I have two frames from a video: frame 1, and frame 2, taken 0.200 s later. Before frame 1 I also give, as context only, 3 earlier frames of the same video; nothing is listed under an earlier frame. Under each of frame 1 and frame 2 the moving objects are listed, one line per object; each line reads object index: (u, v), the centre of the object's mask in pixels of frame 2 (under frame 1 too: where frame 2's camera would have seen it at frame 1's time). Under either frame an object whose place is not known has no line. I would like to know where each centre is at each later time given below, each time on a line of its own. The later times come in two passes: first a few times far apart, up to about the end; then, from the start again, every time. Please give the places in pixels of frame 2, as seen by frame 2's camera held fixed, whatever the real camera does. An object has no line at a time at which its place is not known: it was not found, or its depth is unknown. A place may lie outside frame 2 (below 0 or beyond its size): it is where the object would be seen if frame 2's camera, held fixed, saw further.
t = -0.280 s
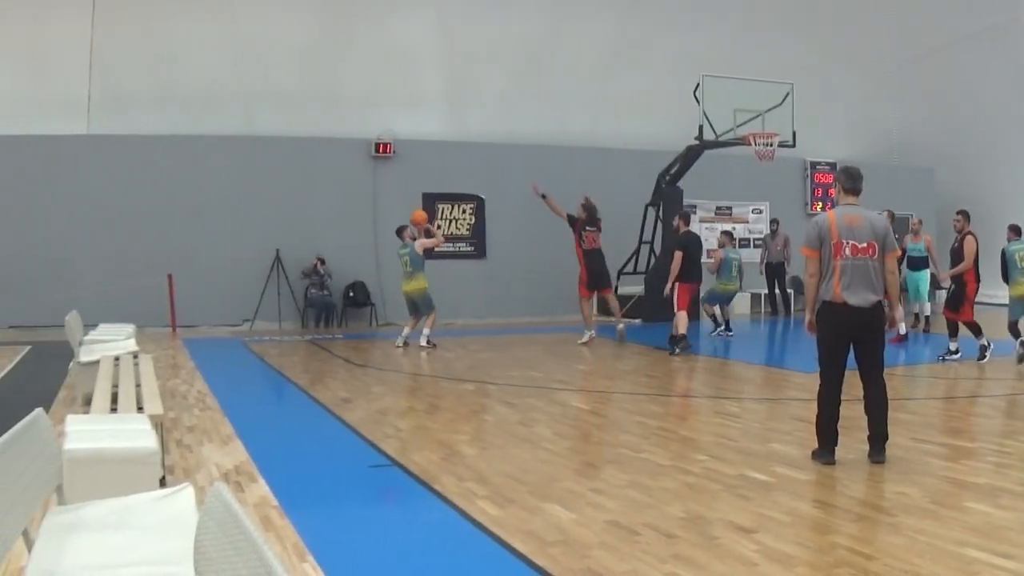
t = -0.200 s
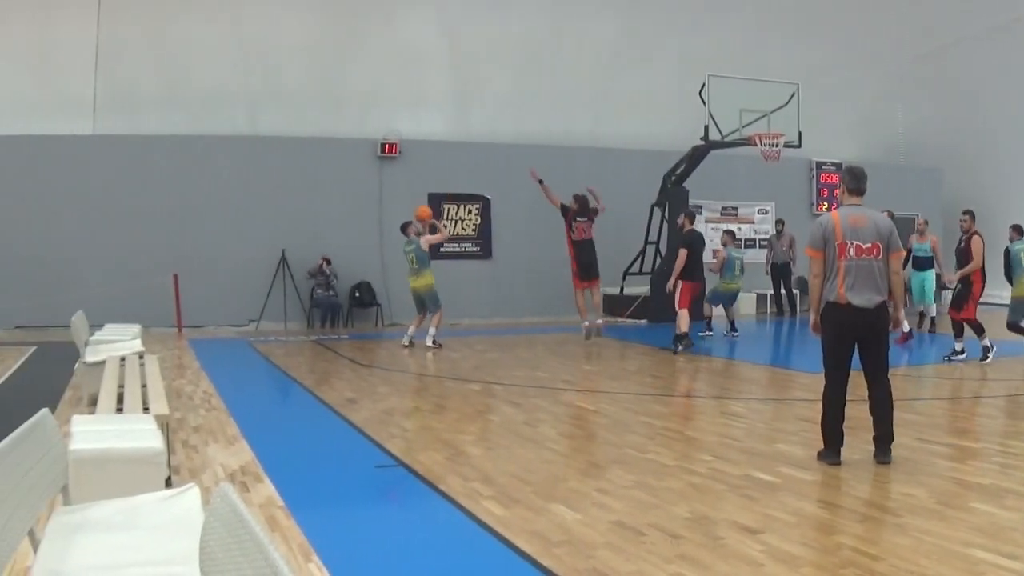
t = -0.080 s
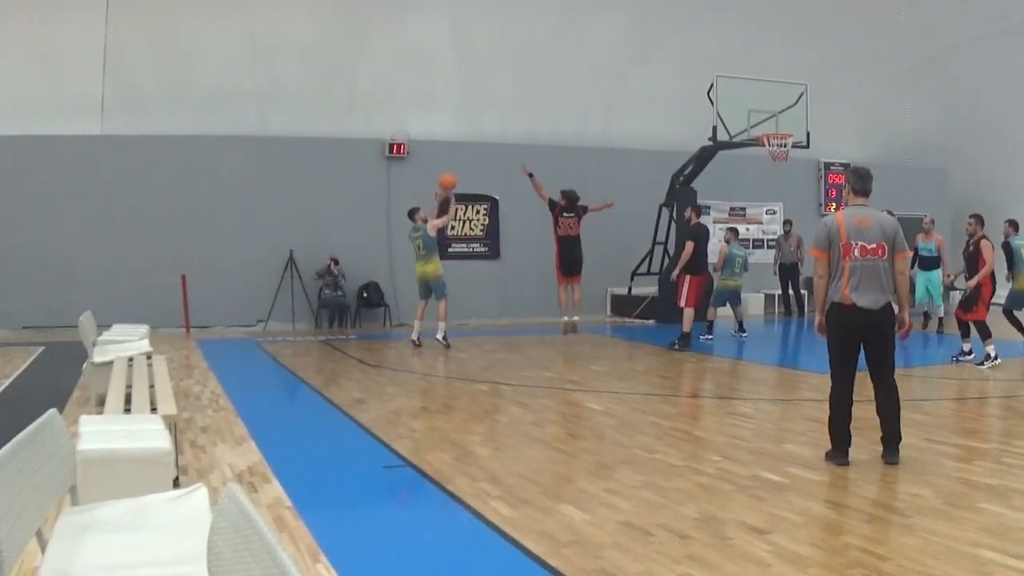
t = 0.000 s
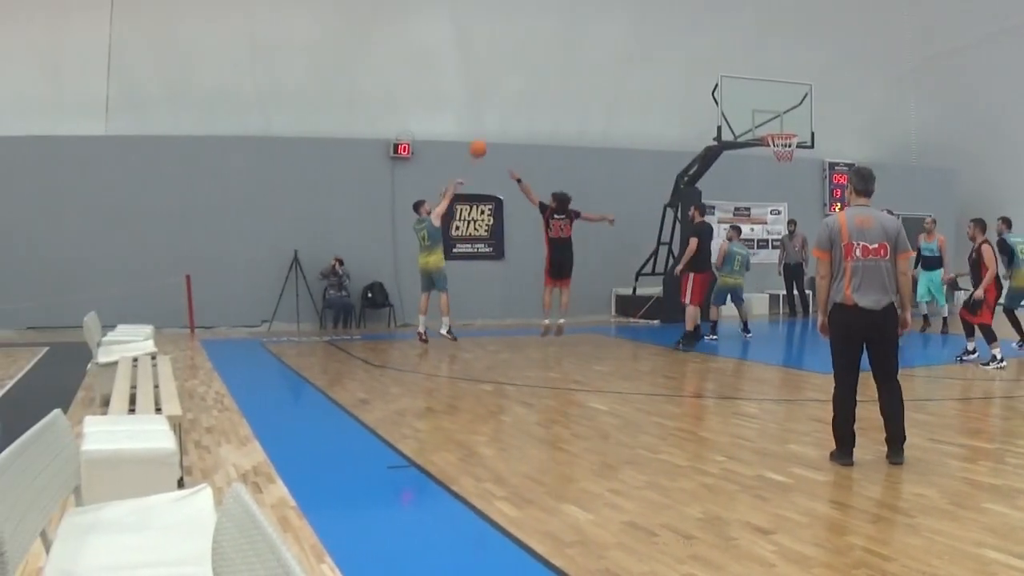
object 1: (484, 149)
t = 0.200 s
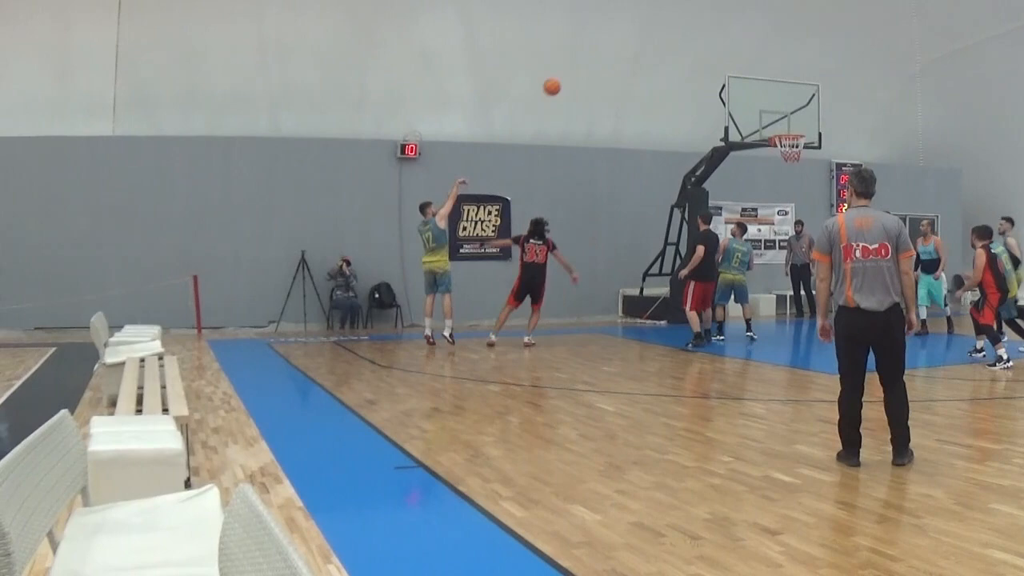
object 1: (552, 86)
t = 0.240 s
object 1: (565, 78)
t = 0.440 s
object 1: (627, 53)
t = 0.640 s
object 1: (685, 55)
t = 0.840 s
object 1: (738, 83)
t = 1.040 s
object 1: (790, 131)
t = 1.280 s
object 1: (815, 163)
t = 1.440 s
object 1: (826, 193)
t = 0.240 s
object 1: (565, 78)
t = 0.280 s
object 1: (578, 71)
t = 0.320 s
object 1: (591, 64)
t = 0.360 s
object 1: (603, 59)
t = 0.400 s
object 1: (615, 55)
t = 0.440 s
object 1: (627, 53)
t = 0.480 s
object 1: (639, 51)
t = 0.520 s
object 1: (651, 50)
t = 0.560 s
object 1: (662, 51)
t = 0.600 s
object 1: (673, 52)
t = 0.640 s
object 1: (685, 55)
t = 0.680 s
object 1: (696, 58)
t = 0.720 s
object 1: (707, 63)
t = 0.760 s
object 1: (717, 69)
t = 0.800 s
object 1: (728, 75)
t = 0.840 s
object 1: (738, 83)
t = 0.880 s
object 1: (749, 91)
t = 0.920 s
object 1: (760, 101)
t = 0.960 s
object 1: (770, 110)
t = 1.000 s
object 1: (780, 122)
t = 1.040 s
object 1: (790, 131)
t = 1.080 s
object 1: (799, 146)
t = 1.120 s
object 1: (803, 149)
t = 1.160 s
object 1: (807, 150)
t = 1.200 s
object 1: (809, 154)
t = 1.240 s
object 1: (812, 158)
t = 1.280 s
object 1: (815, 163)
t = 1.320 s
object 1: (818, 169)
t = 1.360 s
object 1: (821, 176)
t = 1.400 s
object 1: (823, 184)
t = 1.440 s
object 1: (826, 193)
